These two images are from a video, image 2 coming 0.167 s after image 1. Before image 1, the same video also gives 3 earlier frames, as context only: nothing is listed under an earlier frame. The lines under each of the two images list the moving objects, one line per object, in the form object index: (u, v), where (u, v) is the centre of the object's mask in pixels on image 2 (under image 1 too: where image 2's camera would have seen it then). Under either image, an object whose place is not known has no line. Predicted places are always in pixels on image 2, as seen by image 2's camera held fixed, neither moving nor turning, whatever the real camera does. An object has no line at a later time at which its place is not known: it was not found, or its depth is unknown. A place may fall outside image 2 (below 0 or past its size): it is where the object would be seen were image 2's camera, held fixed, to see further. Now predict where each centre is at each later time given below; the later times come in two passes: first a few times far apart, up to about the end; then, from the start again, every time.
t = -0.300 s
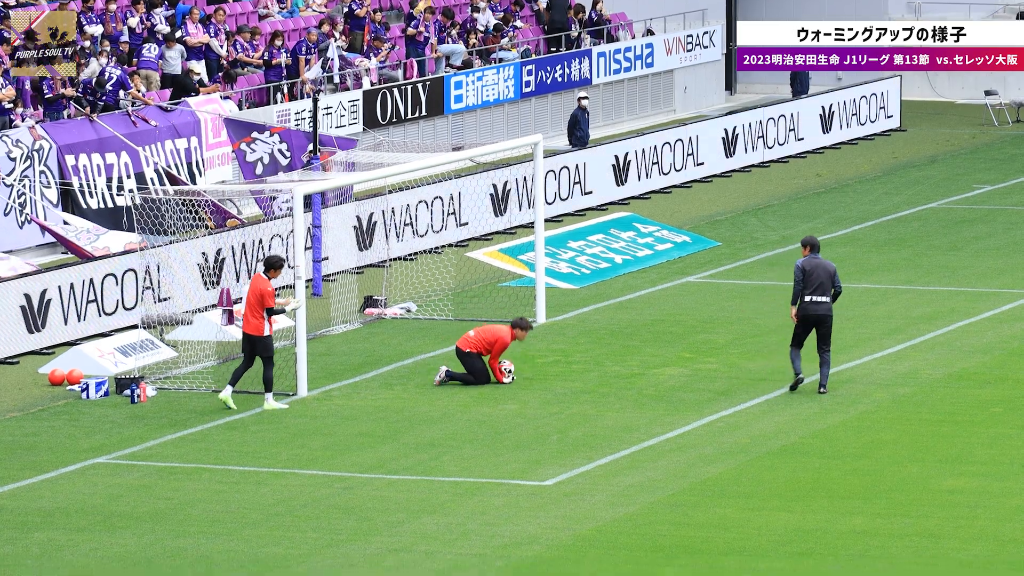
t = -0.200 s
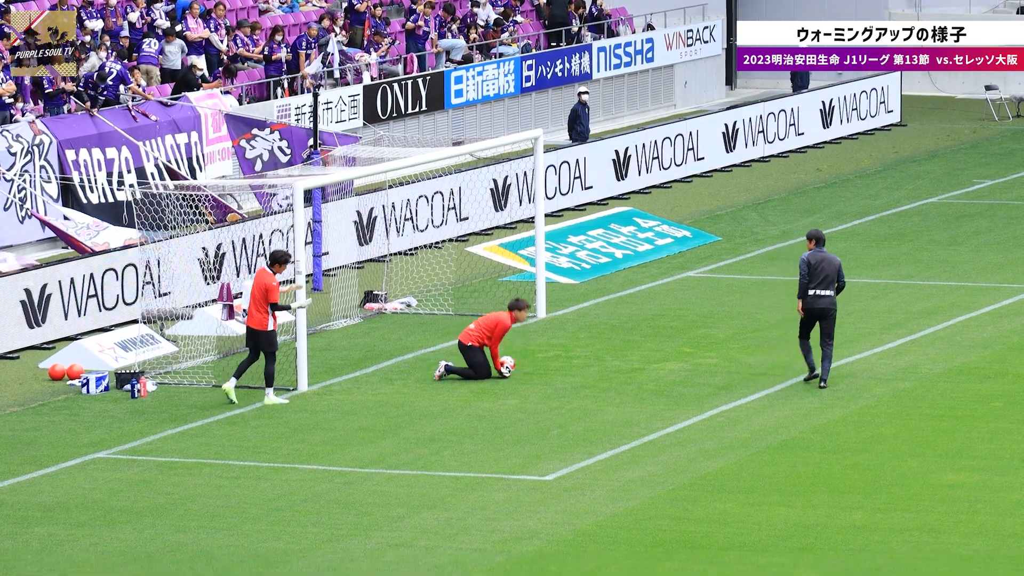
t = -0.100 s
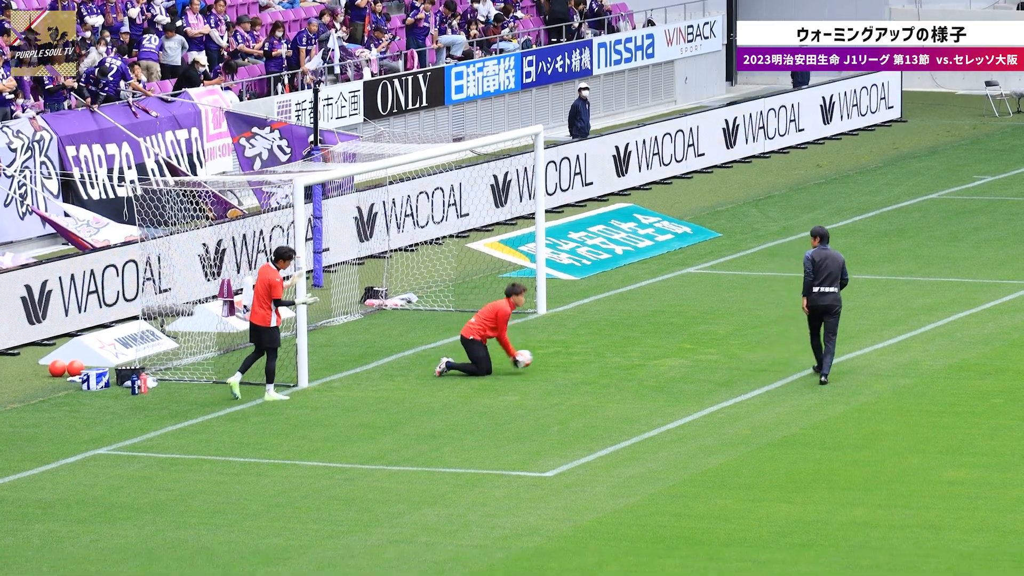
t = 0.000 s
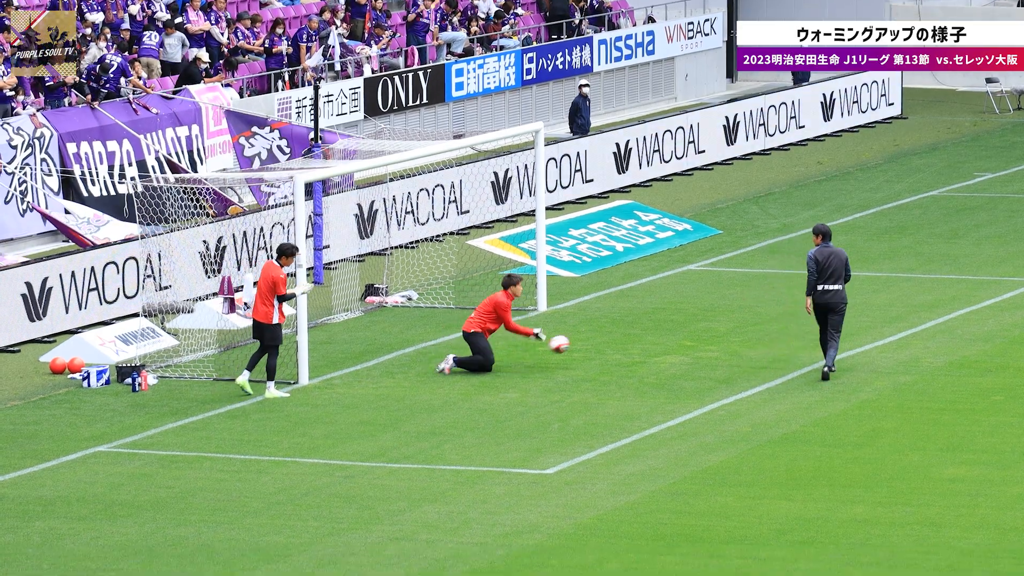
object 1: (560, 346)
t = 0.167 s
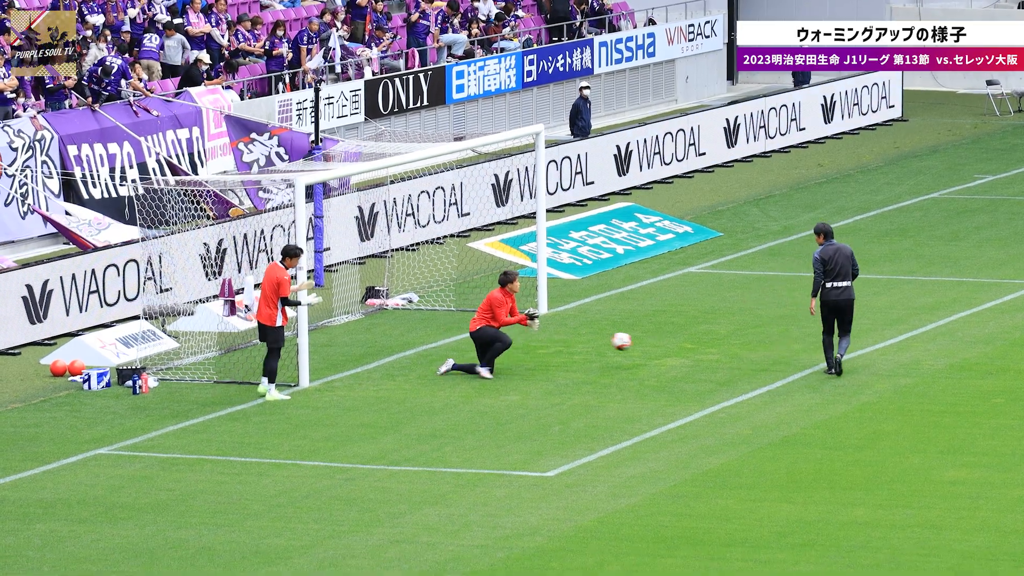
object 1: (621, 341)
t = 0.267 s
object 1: (658, 348)
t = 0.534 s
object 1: (737, 351)
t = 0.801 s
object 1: (804, 351)
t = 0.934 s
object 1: (836, 350)
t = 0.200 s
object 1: (634, 342)
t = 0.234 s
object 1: (646, 345)
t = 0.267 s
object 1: (658, 348)
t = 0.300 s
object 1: (670, 353)
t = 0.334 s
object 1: (682, 357)
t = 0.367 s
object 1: (692, 355)
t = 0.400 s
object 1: (702, 352)
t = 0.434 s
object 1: (711, 351)
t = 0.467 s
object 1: (719, 350)
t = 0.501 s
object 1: (728, 350)
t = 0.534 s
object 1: (737, 351)
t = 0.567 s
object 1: (746, 352)
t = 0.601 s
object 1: (755, 354)
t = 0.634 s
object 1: (763, 353)
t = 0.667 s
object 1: (771, 351)
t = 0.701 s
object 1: (779, 350)
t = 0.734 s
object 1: (788, 350)
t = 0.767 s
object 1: (796, 351)
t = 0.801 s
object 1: (804, 351)
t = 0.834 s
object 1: (813, 350)
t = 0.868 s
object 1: (820, 349)
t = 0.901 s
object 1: (828, 349)
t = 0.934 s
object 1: (836, 350)
